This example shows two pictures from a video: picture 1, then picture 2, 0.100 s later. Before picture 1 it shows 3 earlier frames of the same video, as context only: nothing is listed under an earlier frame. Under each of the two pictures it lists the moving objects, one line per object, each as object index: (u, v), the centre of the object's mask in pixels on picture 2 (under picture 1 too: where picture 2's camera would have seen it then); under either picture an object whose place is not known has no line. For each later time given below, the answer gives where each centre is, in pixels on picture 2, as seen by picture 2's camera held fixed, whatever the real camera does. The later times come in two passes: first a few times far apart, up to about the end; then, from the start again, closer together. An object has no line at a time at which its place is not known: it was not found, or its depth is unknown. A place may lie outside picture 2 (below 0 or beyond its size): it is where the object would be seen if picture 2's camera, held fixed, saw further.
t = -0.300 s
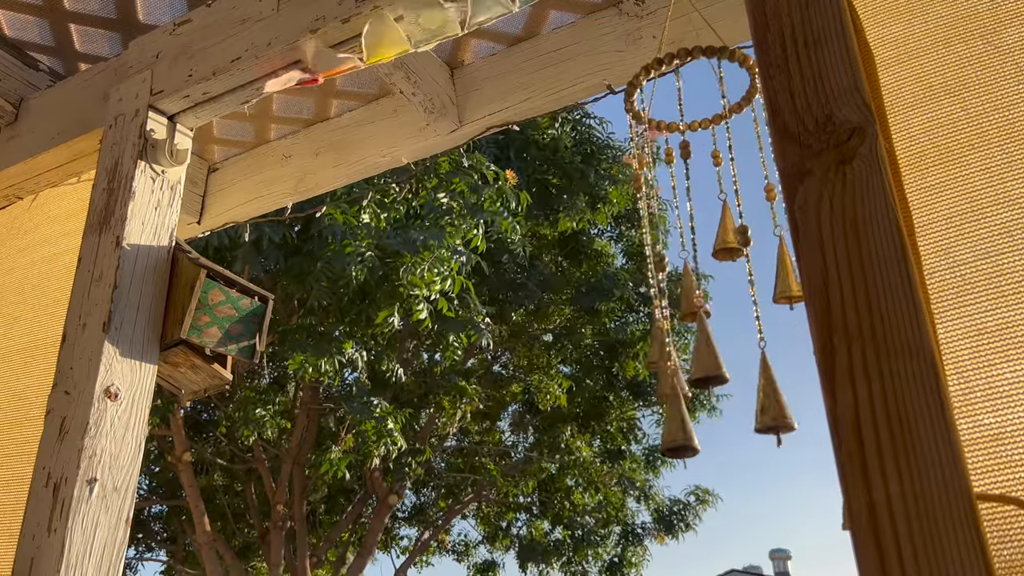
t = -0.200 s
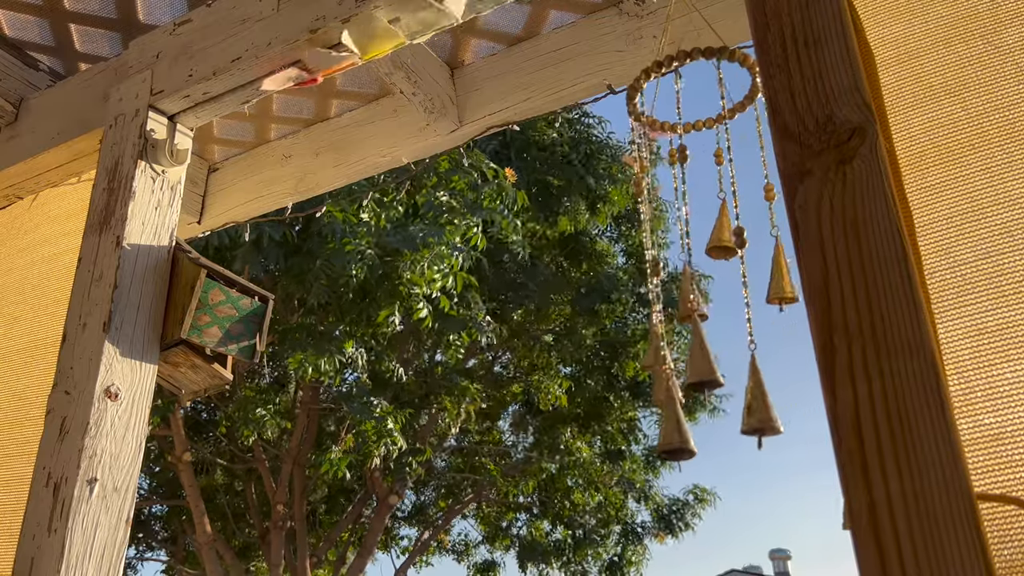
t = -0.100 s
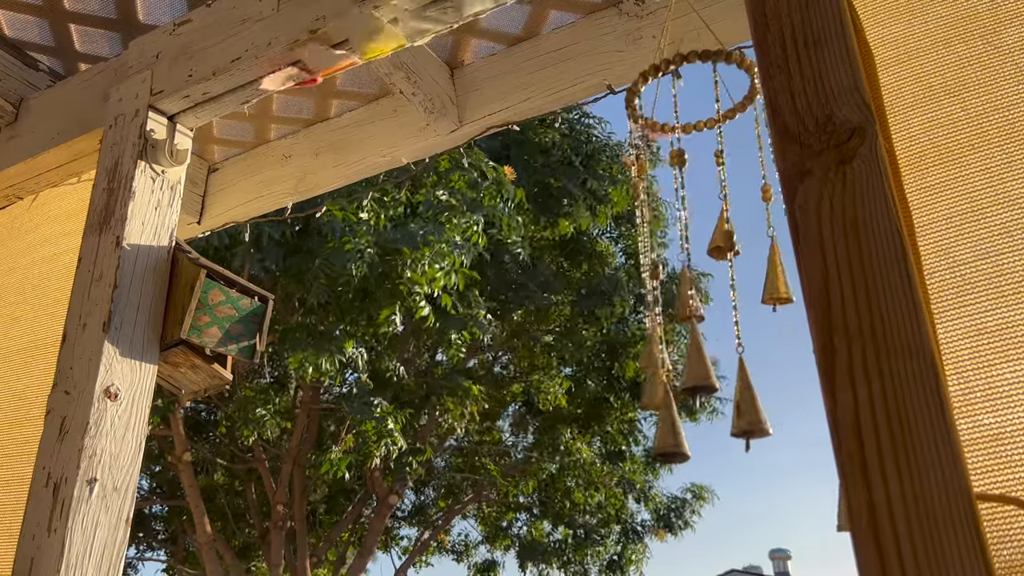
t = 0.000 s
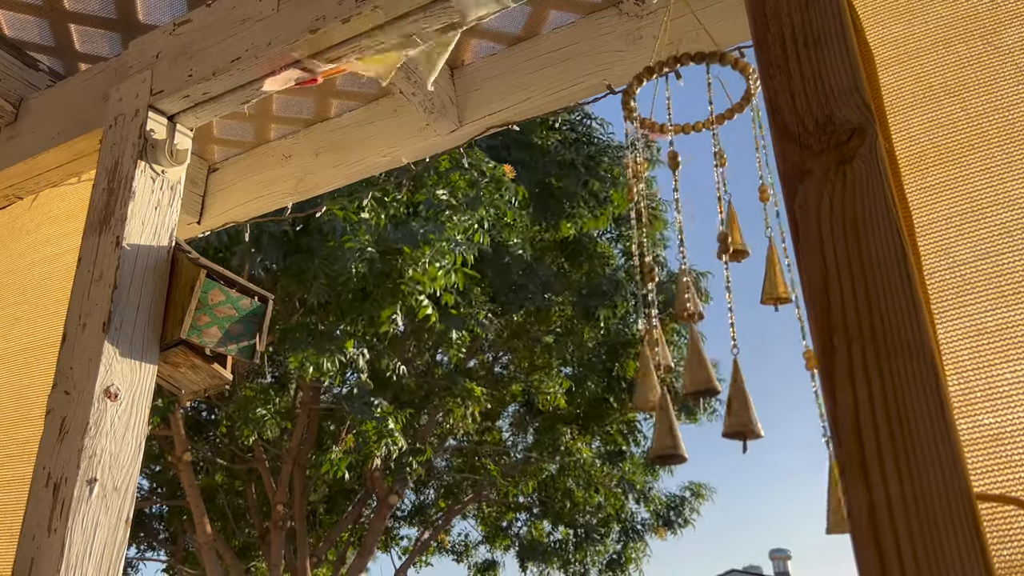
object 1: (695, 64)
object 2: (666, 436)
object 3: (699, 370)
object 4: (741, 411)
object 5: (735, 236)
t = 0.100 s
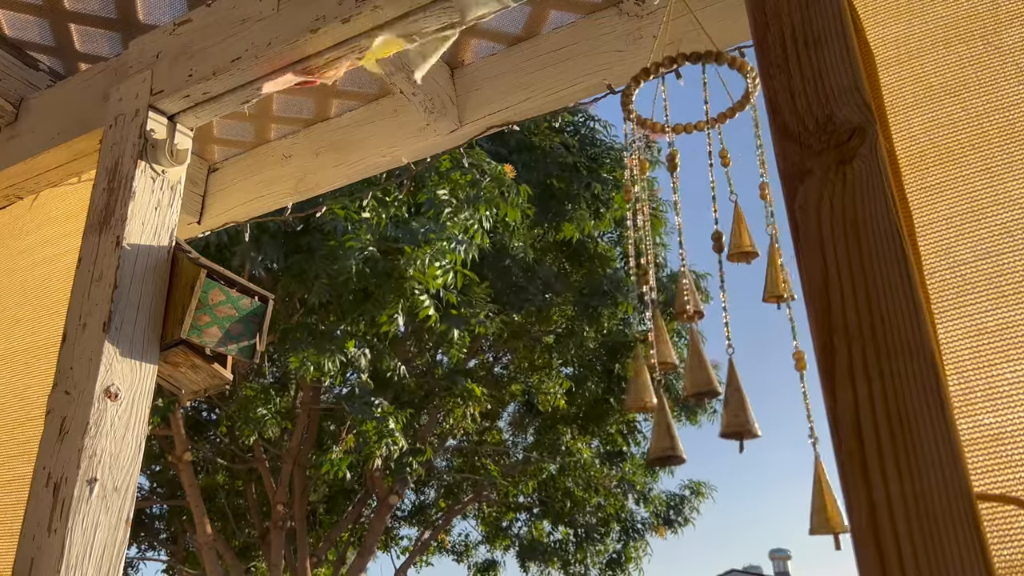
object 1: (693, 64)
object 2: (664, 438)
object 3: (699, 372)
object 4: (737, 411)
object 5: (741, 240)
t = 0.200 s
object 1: (694, 62)
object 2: (661, 439)
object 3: (698, 373)
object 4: (736, 410)
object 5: (745, 239)
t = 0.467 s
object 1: (678, 68)
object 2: (668, 441)
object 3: (698, 370)
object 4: (755, 403)
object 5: (751, 228)
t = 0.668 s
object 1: (682, 66)
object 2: (681, 441)
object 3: (696, 361)
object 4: (768, 398)
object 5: (759, 222)
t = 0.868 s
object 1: (682, 66)
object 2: (688, 438)
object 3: (696, 364)
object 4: (760, 400)
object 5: (774, 221)
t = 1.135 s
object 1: (681, 67)
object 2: (677, 445)
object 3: (691, 374)
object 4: (733, 410)
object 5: (766, 226)
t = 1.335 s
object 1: (693, 63)
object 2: (663, 446)
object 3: (684, 382)
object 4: (720, 415)
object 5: (755, 226)
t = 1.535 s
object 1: (691, 63)
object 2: (657, 451)
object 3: (677, 381)
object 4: (720, 415)
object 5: (761, 229)
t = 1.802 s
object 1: (686, 63)
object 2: (680, 444)
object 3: (691, 369)
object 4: (746, 404)
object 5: (776, 224)
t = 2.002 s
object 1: (686, 62)
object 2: (704, 431)
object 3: (713, 358)
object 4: (769, 393)
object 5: (770, 218)
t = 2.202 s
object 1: (682, 66)
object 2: (709, 430)
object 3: (718, 354)
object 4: (778, 389)
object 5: (768, 218)
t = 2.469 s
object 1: (679, 67)
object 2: (676, 439)
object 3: (700, 370)
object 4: (755, 400)
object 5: (761, 231)
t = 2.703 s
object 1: (683, 66)
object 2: (650, 444)
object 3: (680, 372)
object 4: (736, 412)
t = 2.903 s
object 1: (681, 66)
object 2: (655, 441)
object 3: (684, 373)
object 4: (740, 414)
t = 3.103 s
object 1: (683, 66)
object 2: (683, 436)
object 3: (710, 367)
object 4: (765, 408)
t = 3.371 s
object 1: (684, 63)
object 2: (719, 426)
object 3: (745, 357)
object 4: (798, 391)
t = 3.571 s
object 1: (686, 62)
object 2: (718, 425)
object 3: (747, 355)
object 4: (791, 390)
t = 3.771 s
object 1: (681, 65)
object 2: (692, 429)
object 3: (725, 358)
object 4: (773, 397)
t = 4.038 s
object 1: (689, 62)
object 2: (662, 433)
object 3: (705, 362)
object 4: (774, 407)
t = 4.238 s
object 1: (693, 63)
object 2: (673, 431)
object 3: (720, 366)
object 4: (789, 409)
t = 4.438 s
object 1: (687, 65)
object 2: (704, 431)
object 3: (749, 365)
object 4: (804, 406)
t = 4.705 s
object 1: (684, 65)
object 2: (733, 424)
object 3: (765, 358)
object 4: (805, 401)
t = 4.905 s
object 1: (691, 61)
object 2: (726, 423)
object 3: (747, 354)
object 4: (801, 397)
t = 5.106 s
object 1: (691, 60)
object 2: (700, 423)
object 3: (734, 352)
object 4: (801, 398)
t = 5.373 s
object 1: (684, 65)
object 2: (673, 426)
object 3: (733, 359)
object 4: (792, 402)
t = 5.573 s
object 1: (691, 62)
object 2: (674, 428)
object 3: (736, 364)
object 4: (780, 407)
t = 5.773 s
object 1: (691, 65)
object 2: (691, 434)
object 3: (730, 367)
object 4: (773, 408)
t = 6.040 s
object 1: (688, 62)
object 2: (705, 435)
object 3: (717, 365)
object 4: (778, 406)
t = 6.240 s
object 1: (688, 62)
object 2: (694, 435)
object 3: (716, 363)
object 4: (785, 402)
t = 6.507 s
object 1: (691, 61)
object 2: (674, 430)
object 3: (722, 362)
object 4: (782, 399)
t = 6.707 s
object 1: (677, 68)
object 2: (671, 433)
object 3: (722, 365)
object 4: (770, 400)
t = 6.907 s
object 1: (675, 70)
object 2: (679, 435)
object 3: (711, 369)
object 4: (757, 405)
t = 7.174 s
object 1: (684, 66)
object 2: (686, 442)
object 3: (695, 372)
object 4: (752, 412)
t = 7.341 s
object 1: (683, 66)
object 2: (683, 443)
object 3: (695, 372)
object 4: (758, 412)
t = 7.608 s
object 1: (685, 64)
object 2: (671, 440)
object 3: (710, 368)
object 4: (767, 405)
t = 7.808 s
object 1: (685, 64)
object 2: (671, 435)
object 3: (714, 366)
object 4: (764, 399)
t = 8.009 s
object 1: (685, 64)
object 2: (682, 434)
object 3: (709, 366)
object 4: (757, 398)
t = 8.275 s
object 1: (680, 66)
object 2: (694, 439)
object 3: (699, 367)
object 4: (754, 403)
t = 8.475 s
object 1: (683, 65)
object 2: (686, 440)
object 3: (700, 367)
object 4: (760, 406)
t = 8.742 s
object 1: (691, 61)
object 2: (666, 434)
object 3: (707, 365)
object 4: (766, 402)
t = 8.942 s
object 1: (690, 61)
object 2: (664, 431)
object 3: (710, 360)
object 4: (767, 394)
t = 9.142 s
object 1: (681, 66)
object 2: (673, 422)
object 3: (704, 355)
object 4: (756, 387)
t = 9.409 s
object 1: (688, 53)
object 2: (697, 425)
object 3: (705, 353)
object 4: (760, 389)
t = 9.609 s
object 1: (683, 64)
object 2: (701, 431)
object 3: (715, 360)
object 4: (776, 397)
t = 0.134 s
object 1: (677, 69)
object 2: (663, 438)
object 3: (699, 373)
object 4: (736, 411)
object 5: (742, 240)
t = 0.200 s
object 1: (694, 62)
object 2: (661, 439)
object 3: (698, 373)
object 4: (736, 410)
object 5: (745, 239)
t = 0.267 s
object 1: (675, 70)
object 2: (661, 439)
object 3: (698, 373)
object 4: (737, 409)
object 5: (746, 237)
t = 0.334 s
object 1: (678, 68)
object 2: (663, 441)
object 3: (698, 373)
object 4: (742, 407)
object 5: (747, 235)
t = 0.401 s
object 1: (678, 68)
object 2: (665, 440)
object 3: (698, 372)
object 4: (748, 405)
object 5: (749, 232)
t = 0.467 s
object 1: (678, 68)
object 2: (668, 441)
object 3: (698, 370)
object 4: (755, 403)
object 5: (751, 228)
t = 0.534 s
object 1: (678, 67)
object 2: (673, 441)
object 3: (700, 368)
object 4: (761, 401)
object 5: (753, 226)
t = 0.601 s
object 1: (679, 67)
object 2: (677, 440)
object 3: (697, 360)
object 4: (766, 399)
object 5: (755, 223)
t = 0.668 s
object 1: (682, 66)
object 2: (681, 441)
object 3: (696, 361)
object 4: (768, 398)
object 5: (759, 222)
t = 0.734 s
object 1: (682, 66)
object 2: (682, 438)
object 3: (697, 361)
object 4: (768, 398)
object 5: (765, 221)
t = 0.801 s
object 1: (682, 66)
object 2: (686, 438)
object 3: (697, 360)
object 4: (764, 398)
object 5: (771, 221)
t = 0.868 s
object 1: (682, 66)
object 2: (688, 438)
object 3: (696, 364)
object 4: (760, 400)
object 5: (774, 221)
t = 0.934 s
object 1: (679, 67)
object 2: (688, 439)
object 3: (695, 367)
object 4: (754, 401)
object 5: (779, 224)
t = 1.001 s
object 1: (682, 66)
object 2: (684, 439)
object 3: (695, 369)
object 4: (747, 404)
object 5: (777, 226)
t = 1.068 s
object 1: (682, 66)
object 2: (681, 442)
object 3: (694, 371)
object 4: (740, 407)
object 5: (769, 226)
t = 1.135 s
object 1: (681, 67)
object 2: (677, 445)
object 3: (691, 374)
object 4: (733, 410)
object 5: (766, 226)
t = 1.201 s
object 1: (694, 62)
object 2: (673, 449)
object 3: (689, 379)
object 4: (728, 412)
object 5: (761, 225)
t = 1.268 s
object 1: (693, 63)
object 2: (667, 445)
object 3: (687, 382)
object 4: (724, 415)
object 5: (757, 226)
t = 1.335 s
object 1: (693, 63)
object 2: (663, 446)
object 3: (684, 382)
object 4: (720, 415)
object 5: (755, 226)
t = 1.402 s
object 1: (692, 62)
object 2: (660, 448)
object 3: (680, 382)
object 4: (719, 416)
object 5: (756, 226)
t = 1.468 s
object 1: (694, 62)
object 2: (658, 450)
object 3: (678, 381)
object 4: (719, 416)
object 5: (757, 226)
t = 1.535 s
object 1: (691, 63)
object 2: (657, 451)
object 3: (677, 381)
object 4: (720, 415)
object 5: (761, 229)
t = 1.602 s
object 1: (694, 62)
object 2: (659, 450)
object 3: (678, 378)
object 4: (724, 412)
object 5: (765, 229)
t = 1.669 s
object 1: (693, 61)
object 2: (665, 448)
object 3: (680, 372)
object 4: (731, 411)
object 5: (769, 225)
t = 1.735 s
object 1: (685, 63)
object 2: (672, 444)
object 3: (686, 371)
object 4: (739, 407)
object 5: (774, 226)
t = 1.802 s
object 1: (686, 63)
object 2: (680, 444)
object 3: (691, 369)
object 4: (746, 404)
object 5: (776, 224)
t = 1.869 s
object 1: (682, 65)
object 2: (688, 437)
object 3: (698, 363)
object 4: (754, 400)
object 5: (775, 223)
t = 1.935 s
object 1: (683, 64)
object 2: (697, 437)
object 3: (707, 361)
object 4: (762, 397)
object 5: (771, 220)
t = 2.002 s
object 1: (686, 62)
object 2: (704, 431)
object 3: (713, 358)
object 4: (769, 393)
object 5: (770, 218)
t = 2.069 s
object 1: (683, 64)
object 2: (709, 430)
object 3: (718, 354)
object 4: (775, 391)
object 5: (768, 217)
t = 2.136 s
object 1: (684, 64)
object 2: (710, 429)
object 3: (719, 353)
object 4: (777, 389)
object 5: (768, 217)
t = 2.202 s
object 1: (682, 66)
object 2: (709, 430)
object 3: (718, 354)
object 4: (778, 389)
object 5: (768, 218)
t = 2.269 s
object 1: (682, 66)
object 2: (704, 430)
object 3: (721, 362)
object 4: (774, 390)
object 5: (767, 221)
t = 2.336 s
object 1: (682, 66)
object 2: (696, 434)
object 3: (715, 364)
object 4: (768, 392)
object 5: (766, 225)
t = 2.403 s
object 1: (680, 67)
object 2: (685, 436)
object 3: (709, 366)
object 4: (762, 396)
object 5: (764, 228)
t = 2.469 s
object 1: (679, 67)
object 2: (676, 439)
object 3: (700, 370)
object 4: (755, 400)
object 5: (761, 231)
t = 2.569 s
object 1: (673, 71)
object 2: (663, 440)
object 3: (689, 371)
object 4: (744, 405)
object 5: (755, 234)
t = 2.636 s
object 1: (683, 66)
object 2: (655, 442)
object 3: (684, 372)
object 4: (739, 409)
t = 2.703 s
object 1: (683, 66)
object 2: (650, 444)
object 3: (680, 372)
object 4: (736, 412)
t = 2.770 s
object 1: (683, 66)
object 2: (649, 444)
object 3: (678, 373)
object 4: (734, 413)
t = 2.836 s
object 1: (683, 66)
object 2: (651, 444)
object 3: (679, 373)
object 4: (735, 414)
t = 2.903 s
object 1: (681, 66)
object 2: (655, 441)
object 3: (684, 373)
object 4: (740, 414)
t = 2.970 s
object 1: (695, 62)
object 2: (662, 439)
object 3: (690, 371)
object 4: (747, 413)
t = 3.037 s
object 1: (686, 64)
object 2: (671, 433)
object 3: (699, 369)
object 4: (756, 411)
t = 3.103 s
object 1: (683, 66)
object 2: (683, 436)
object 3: (710, 367)
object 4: (765, 408)
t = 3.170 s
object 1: (684, 65)
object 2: (693, 433)
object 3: (720, 365)
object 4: (775, 404)
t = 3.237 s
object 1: (686, 64)
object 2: (703, 431)
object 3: (730, 361)
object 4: (786, 400)
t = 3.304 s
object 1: (685, 64)
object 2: (712, 428)
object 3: (739, 359)
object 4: (795, 395)
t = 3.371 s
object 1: (684, 63)
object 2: (719, 426)
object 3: (745, 357)
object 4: (798, 391)
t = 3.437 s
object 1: (686, 63)
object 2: (722, 425)
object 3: (749, 356)
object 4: (798, 390)
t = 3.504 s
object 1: (687, 62)
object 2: (722, 425)
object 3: (749, 355)
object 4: (795, 389)
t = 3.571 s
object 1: (686, 62)
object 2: (718, 425)
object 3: (747, 355)
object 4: (791, 390)
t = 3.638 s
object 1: (679, 67)
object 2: (713, 428)
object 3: (741, 356)
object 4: (782, 392)
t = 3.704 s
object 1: (678, 67)
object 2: (703, 428)
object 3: (734, 357)
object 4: (776, 394)
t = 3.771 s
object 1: (681, 65)
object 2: (692, 429)
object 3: (725, 358)
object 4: (773, 397)
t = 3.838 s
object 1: (688, 62)
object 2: (683, 430)
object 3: (717, 359)
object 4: (771, 398)
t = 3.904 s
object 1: (689, 62)
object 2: (673, 429)
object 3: (711, 359)
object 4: (769, 402)
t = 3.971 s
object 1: (689, 62)
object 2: (666, 432)
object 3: (706, 361)
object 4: (769, 404)
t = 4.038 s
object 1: (689, 62)
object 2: (662, 433)
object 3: (705, 362)
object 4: (774, 407)
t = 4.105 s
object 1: (690, 62)
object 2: (662, 433)
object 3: (706, 364)
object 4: (779, 408)
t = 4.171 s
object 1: (691, 63)
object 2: (666, 431)
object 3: (711, 365)
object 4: (784, 409)
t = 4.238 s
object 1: (693, 63)
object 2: (673, 431)
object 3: (720, 366)
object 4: (789, 409)
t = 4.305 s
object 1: (693, 62)
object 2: (683, 431)
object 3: (730, 365)
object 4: (796, 409)
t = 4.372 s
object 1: (684, 66)
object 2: (693, 432)
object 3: (740, 365)
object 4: (801, 408)
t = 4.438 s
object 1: (687, 65)
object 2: (704, 431)
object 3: (749, 365)
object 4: (804, 406)
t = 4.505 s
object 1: (689, 65)
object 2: (714, 429)
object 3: (758, 364)
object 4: (806, 404)
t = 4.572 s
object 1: (680, 68)
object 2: (723, 427)
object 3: (764, 362)
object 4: (808, 401)
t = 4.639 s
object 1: (679, 69)
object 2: (729, 425)
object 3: (767, 360)
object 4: (806, 402)
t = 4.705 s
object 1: (684, 65)
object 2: (733, 424)
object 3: (765, 358)
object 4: (805, 401)
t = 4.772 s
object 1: (691, 61)
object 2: (733, 423)
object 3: (761, 357)
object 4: (803, 400)
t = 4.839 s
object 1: (691, 61)
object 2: (730, 422)
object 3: (755, 355)
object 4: (802, 399)
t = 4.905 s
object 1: (691, 61)
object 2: (726, 423)
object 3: (747, 354)
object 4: (801, 397)
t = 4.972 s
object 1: (681, 66)
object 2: (718, 423)
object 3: (742, 353)
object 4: (801, 398)
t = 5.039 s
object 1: (684, 64)
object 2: (709, 421)
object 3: (738, 352)
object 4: (800, 398)
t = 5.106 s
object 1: (691, 60)
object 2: (700, 423)
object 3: (734, 352)
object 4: (801, 398)
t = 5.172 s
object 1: (682, 66)
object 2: (691, 421)
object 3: (732, 353)
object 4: (800, 398)
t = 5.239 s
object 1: (684, 64)
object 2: (683, 423)
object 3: (733, 355)
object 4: (799, 400)
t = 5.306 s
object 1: (683, 66)
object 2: (677, 424)
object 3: (733, 357)
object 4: (796, 401)
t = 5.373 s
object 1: (684, 65)
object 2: (673, 426)
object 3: (733, 359)
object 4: (792, 402)
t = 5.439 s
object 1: (684, 65)
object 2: (671, 426)
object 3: (735, 362)
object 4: (788, 405)
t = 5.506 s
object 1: (692, 62)
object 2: (672, 427)
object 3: (736, 363)
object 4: (784, 406)
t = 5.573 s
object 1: (691, 62)
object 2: (674, 428)
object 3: (736, 364)
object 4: (780, 407)
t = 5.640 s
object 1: (691, 63)
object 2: (680, 430)
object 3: (734, 365)
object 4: (777, 408)
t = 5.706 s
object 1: (692, 64)
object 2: (685, 432)
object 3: (732, 367)
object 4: (775, 408)
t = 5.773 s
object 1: (691, 65)
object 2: (691, 434)
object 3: (730, 367)
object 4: (773, 408)
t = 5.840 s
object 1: (691, 65)
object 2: (697, 435)
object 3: (726, 367)
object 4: (772, 408)
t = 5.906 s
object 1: (691, 63)
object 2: (701, 434)
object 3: (723, 366)
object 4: (774, 408)
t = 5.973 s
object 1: (690, 63)
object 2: (704, 434)
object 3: (720, 366)
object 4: (776, 407)
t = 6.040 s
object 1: (688, 62)
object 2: (705, 435)
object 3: (717, 365)
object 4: (778, 406)
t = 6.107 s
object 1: (683, 64)
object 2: (703, 436)
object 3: (715, 365)
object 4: (780, 405)
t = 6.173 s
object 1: (675, 69)
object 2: (699, 436)
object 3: (715, 364)
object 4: (783, 404)
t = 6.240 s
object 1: (688, 62)
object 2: (694, 435)
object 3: (716, 363)
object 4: (785, 402)
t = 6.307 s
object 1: (683, 65)
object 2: (689, 436)
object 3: (717, 362)
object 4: (786, 401)
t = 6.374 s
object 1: (683, 65)
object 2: (683, 433)
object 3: (719, 362)
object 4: (785, 400)
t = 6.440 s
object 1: (684, 64)
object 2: (678, 432)
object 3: (721, 361)
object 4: (785, 399)
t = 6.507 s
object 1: (691, 61)
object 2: (674, 430)
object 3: (722, 362)
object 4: (782, 399)
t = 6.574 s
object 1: (689, 62)
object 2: (671, 433)
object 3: (723, 363)
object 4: (778, 399)
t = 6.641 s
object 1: (691, 61)
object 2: (670, 433)
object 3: (723, 364)
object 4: (774, 399)
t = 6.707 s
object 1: (677, 68)
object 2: (671, 433)
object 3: (722, 365)
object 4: (770, 400)
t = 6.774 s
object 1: (674, 70)
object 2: (673, 434)
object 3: (719, 366)
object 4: (766, 402)
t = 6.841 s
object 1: (675, 69)
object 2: (676, 433)
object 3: (715, 368)
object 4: (762, 403)
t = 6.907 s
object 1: (675, 70)
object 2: (679, 435)
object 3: (711, 369)
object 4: (757, 405)
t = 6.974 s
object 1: (675, 70)
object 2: (682, 438)
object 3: (705, 370)
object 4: (754, 407)
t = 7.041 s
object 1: (690, 64)
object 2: (684, 440)
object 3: (700, 372)
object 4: (751, 409)
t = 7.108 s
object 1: (684, 66)
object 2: (686, 441)
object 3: (696, 372)
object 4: (751, 411)
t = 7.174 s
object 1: (684, 66)
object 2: (686, 442)
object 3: (695, 372)
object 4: (752, 412)
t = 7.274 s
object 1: (682, 66)
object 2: (685, 443)
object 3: (694, 372)
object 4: (756, 412)
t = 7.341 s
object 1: (683, 66)
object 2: (683, 443)
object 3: (695, 372)
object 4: (758, 412)
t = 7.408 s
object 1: (684, 65)
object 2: (680, 441)
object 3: (699, 371)
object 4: (761, 410)
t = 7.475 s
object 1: (686, 64)
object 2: (677, 444)
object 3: (702, 371)
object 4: (763, 409)
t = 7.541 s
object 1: (684, 65)
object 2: (674, 441)
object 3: (706, 369)
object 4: (765, 407)
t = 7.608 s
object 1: (685, 64)
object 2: (671, 440)
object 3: (710, 368)
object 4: (767, 405)
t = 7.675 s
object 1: (685, 64)
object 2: (670, 439)
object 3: (713, 367)
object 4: (766, 403)
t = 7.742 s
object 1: (683, 65)
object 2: (670, 438)
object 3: (714, 367)
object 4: (766, 401)
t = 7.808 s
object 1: (685, 64)
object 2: (671, 435)
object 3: (714, 366)
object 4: (764, 399)
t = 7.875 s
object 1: (685, 64)
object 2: (673, 432)
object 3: (714, 366)
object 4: (762, 398)
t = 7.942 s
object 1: (684, 65)
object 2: (677, 433)
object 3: (712, 365)
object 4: (759, 398)
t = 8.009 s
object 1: (685, 64)
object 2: (682, 434)
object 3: (709, 366)
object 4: (757, 398)
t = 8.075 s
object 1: (683, 65)
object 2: (688, 435)
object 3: (706, 367)
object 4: (755, 399)
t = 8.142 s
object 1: (686, 63)
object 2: (691, 438)
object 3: (703, 367)
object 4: (753, 400)
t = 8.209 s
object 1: (685, 64)
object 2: (693, 438)
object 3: (700, 367)
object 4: (752, 402)
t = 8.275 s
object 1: (680, 66)
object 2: (694, 439)
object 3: (699, 367)
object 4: (754, 403)
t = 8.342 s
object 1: (678, 67)
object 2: (693, 440)
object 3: (698, 367)
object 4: (756, 405)
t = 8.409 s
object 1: (676, 68)
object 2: (690, 440)
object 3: (699, 367)
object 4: (758, 406)
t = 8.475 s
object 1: (683, 65)
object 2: (686, 440)
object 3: (700, 367)
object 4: (760, 406)
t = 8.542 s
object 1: (684, 65)
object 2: (681, 440)
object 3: (702, 367)
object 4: (762, 406)
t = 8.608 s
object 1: (685, 64)
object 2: (675, 439)
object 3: (704, 367)
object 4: (764, 405)
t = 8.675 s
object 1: (692, 61)
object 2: (670, 437)
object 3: (704, 366)
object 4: (765, 404)
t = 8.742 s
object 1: (691, 61)
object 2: (666, 434)
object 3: (707, 365)
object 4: (766, 402)
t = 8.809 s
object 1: (691, 61)
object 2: (664, 437)
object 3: (709, 363)
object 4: (768, 400)
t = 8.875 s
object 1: (692, 61)
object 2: (663, 433)
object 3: (710, 362)
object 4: (768, 397)
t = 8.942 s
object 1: (690, 61)
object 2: (664, 431)
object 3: (710, 360)
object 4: (767, 394)
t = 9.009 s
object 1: (679, 67)
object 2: (666, 429)
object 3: (710, 358)
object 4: (764, 391)
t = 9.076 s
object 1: (680, 67)
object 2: (669, 427)
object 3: (707, 356)
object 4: (760, 389)
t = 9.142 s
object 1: (681, 66)
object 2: (673, 422)
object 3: (704, 355)
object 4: (756, 387)
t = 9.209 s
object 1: (681, 66)
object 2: (678, 418)
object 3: (703, 353)
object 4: (753, 386)
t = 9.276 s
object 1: (688, 53)
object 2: (686, 426)
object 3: (702, 353)
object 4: (752, 386)
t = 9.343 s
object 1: (696, 52)
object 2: (692, 424)
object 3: (703, 352)
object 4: (755, 388)
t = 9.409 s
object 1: (688, 53)
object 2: (697, 425)
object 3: (705, 353)
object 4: (760, 389)
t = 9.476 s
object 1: (690, 53)
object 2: (700, 426)
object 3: (709, 355)
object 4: (765, 392)
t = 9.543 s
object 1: (691, 56)
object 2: (702, 430)
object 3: (712, 357)
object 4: (770, 394)
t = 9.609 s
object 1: (683, 64)
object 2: (701, 431)
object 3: (715, 360)
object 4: (776, 397)
